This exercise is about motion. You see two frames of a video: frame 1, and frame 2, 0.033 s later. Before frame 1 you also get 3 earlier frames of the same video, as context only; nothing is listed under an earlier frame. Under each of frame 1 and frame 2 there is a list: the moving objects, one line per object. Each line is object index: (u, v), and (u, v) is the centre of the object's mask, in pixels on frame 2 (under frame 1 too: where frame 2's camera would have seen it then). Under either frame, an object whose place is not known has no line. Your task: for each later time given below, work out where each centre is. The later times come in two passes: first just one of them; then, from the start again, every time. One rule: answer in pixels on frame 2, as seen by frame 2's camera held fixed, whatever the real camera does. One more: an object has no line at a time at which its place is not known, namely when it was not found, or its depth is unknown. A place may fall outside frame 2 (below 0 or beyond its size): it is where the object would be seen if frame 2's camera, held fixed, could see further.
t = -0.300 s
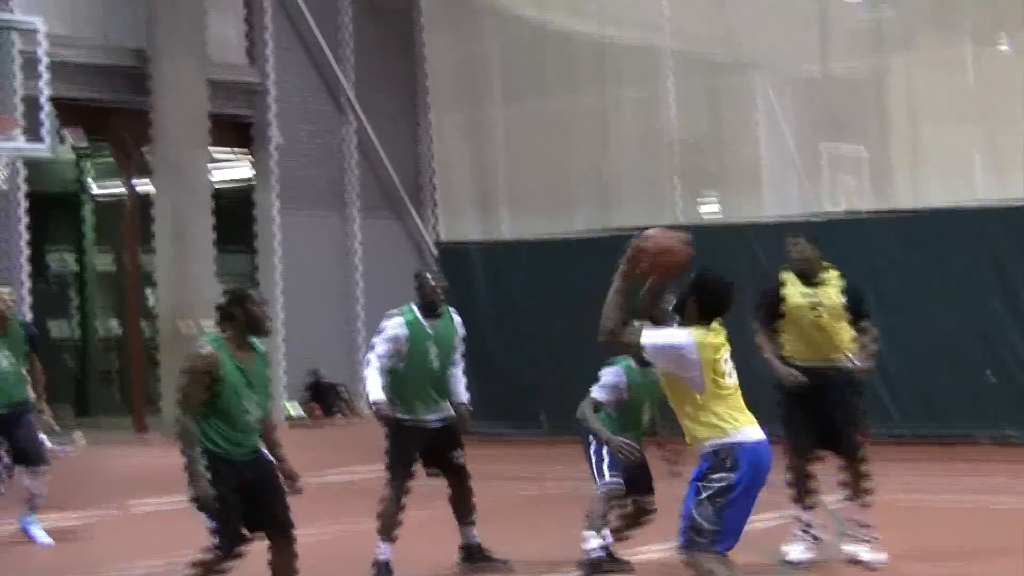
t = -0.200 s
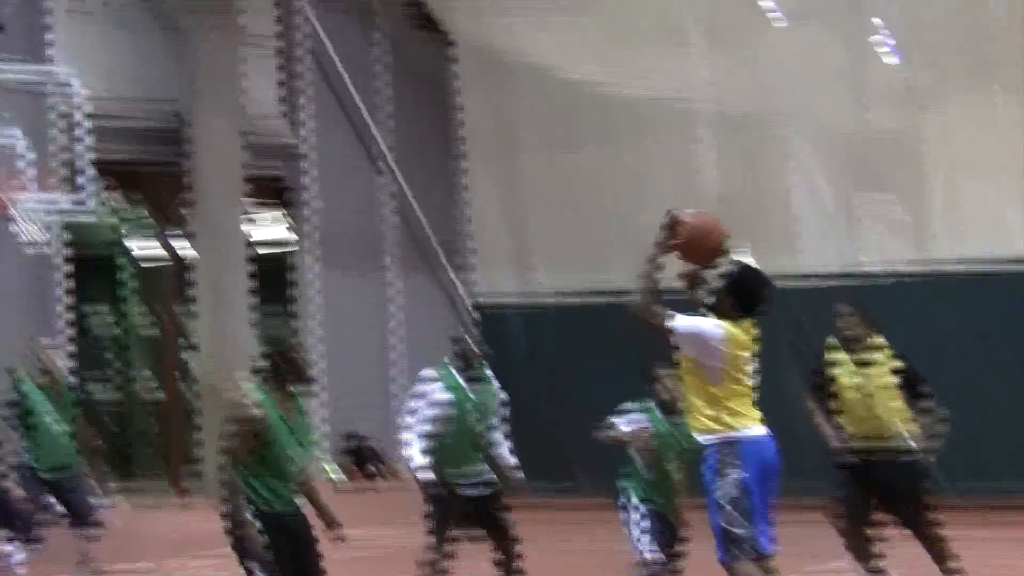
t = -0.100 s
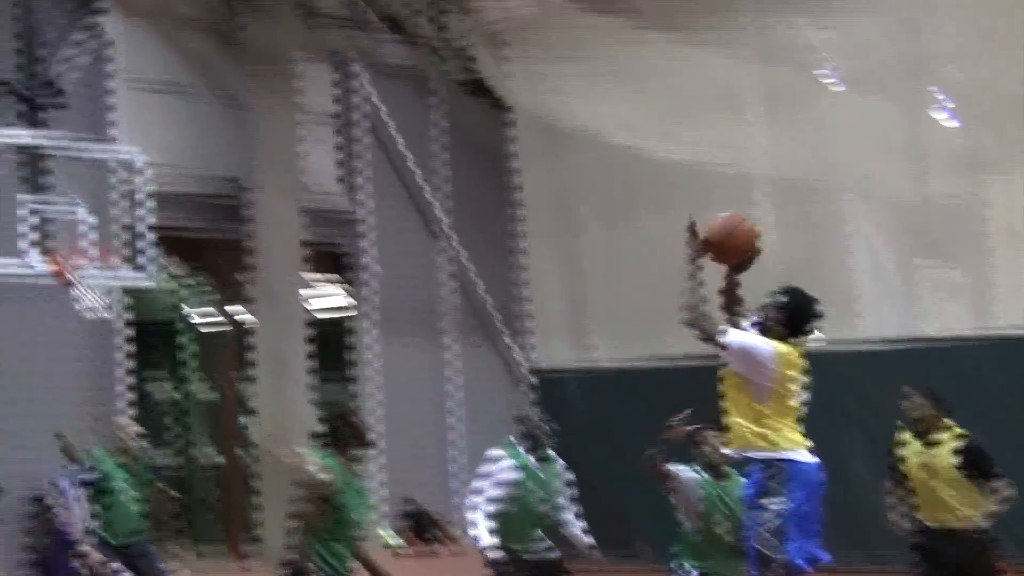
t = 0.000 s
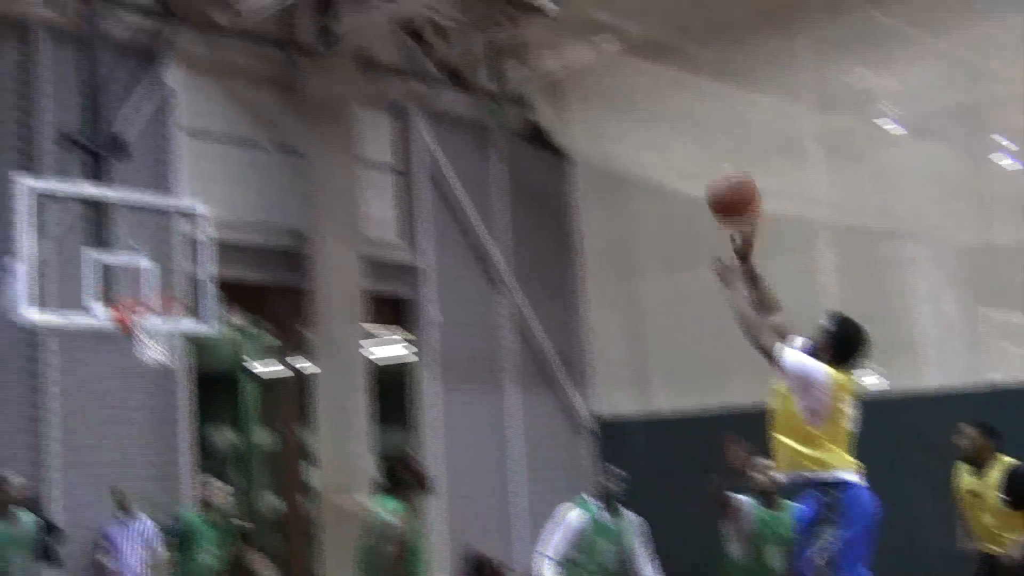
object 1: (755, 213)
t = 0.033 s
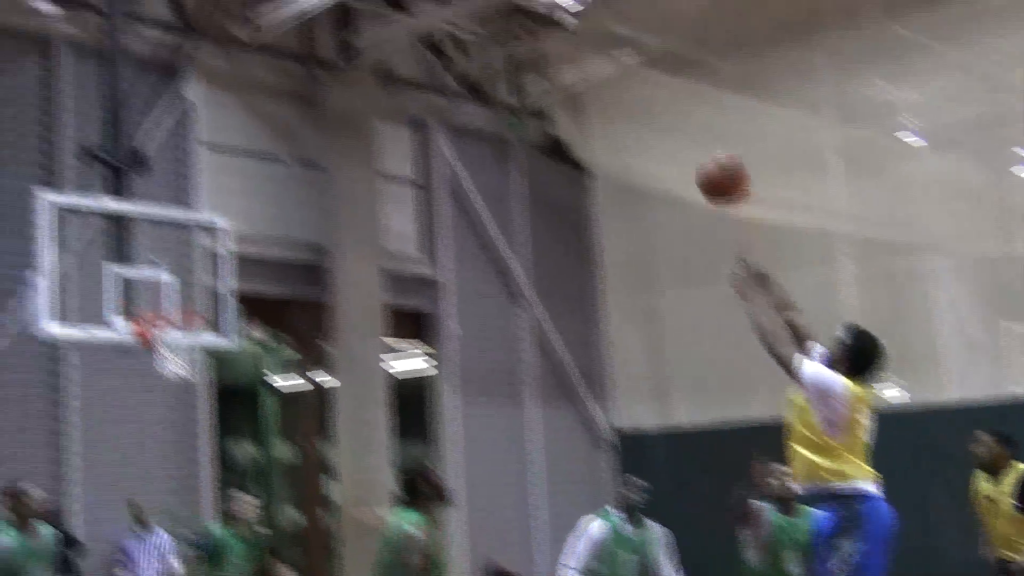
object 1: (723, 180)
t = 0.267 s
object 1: (548, 42)
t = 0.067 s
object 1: (693, 150)
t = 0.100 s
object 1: (667, 126)
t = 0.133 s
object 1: (640, 102)
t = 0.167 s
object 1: (615, 83)
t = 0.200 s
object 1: (592, 66)
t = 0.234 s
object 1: (569, 53)
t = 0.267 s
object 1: (548, 42)
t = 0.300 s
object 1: (527, 32)
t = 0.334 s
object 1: (507, 25)
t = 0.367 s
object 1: (489, 21)
